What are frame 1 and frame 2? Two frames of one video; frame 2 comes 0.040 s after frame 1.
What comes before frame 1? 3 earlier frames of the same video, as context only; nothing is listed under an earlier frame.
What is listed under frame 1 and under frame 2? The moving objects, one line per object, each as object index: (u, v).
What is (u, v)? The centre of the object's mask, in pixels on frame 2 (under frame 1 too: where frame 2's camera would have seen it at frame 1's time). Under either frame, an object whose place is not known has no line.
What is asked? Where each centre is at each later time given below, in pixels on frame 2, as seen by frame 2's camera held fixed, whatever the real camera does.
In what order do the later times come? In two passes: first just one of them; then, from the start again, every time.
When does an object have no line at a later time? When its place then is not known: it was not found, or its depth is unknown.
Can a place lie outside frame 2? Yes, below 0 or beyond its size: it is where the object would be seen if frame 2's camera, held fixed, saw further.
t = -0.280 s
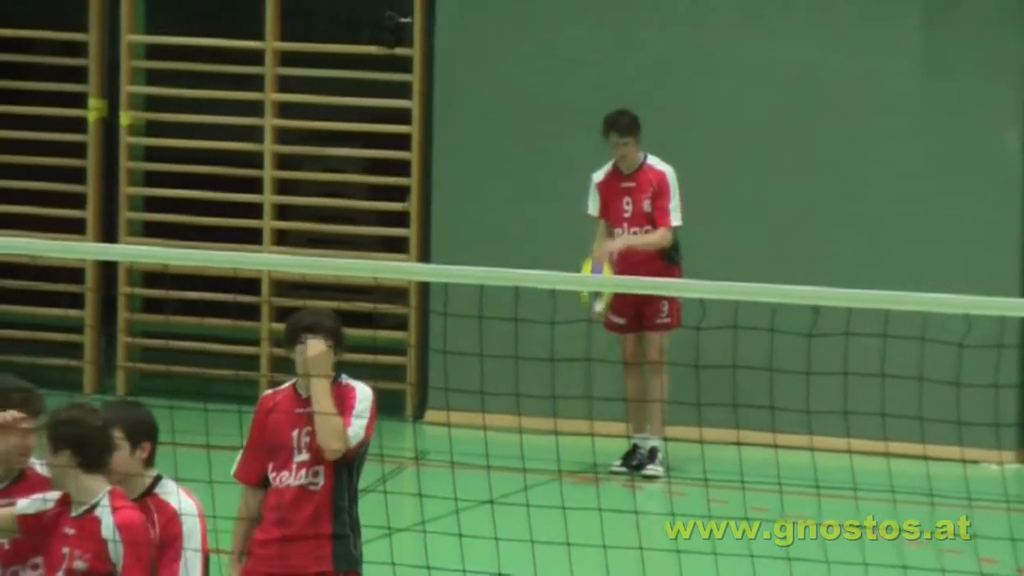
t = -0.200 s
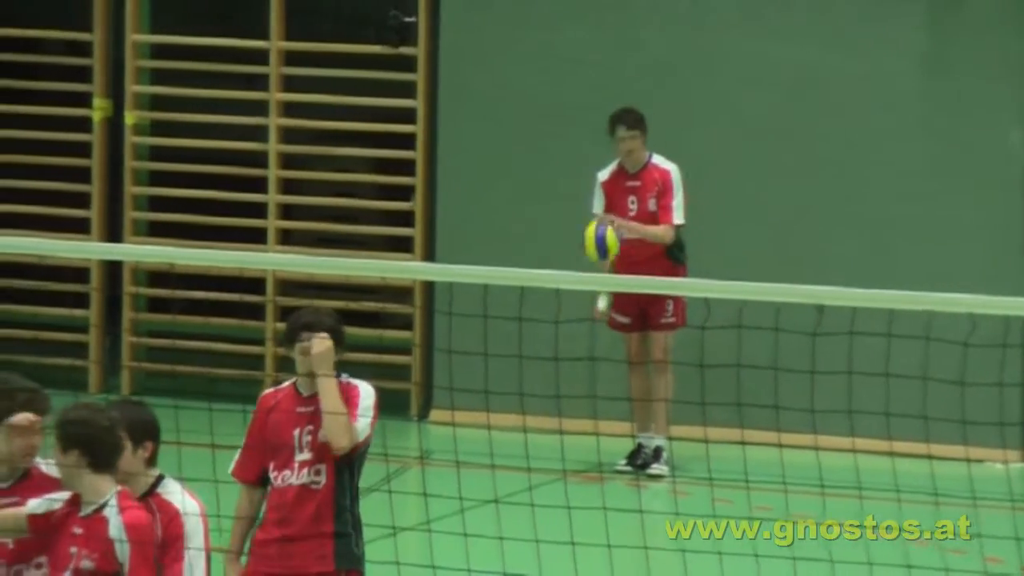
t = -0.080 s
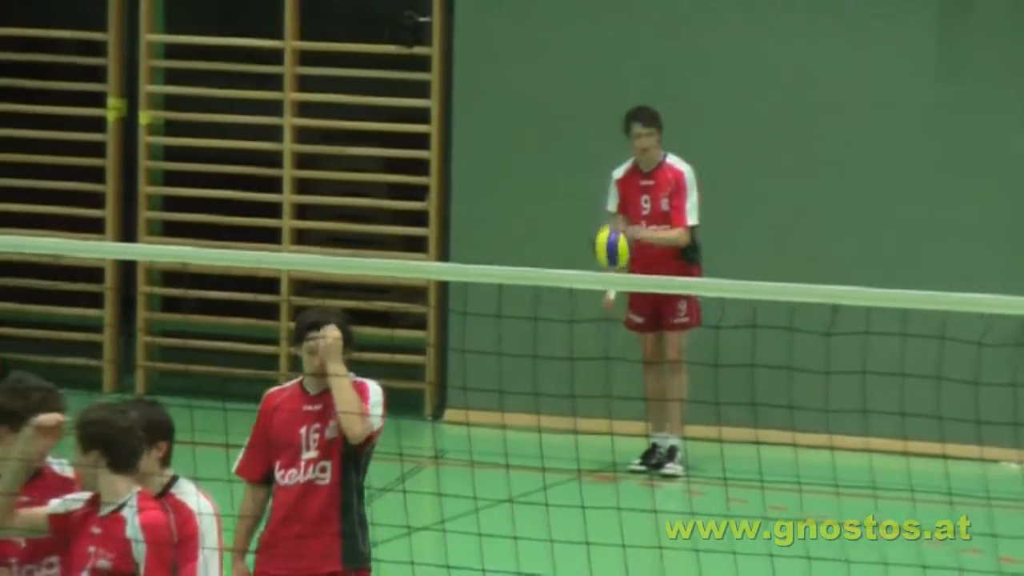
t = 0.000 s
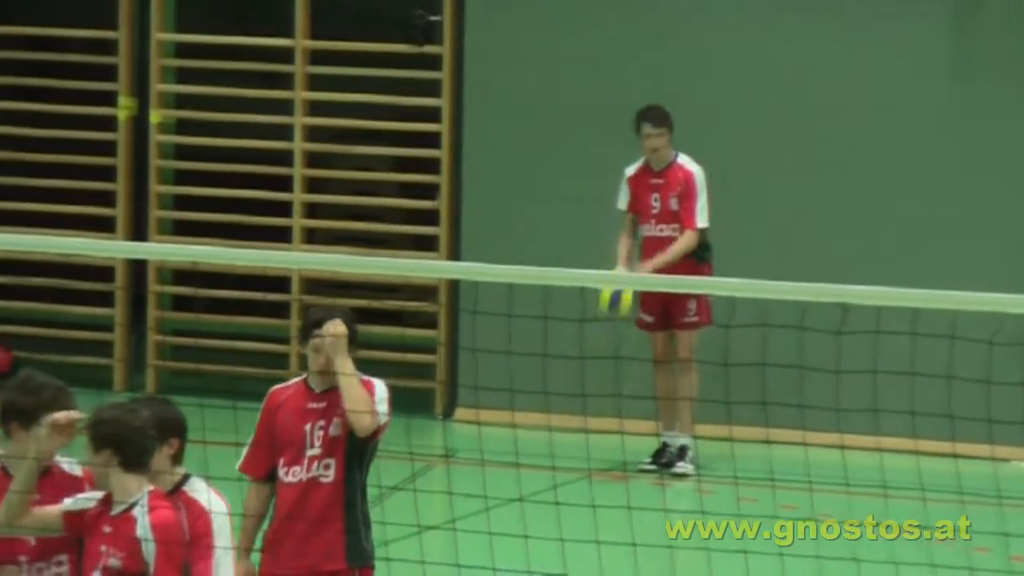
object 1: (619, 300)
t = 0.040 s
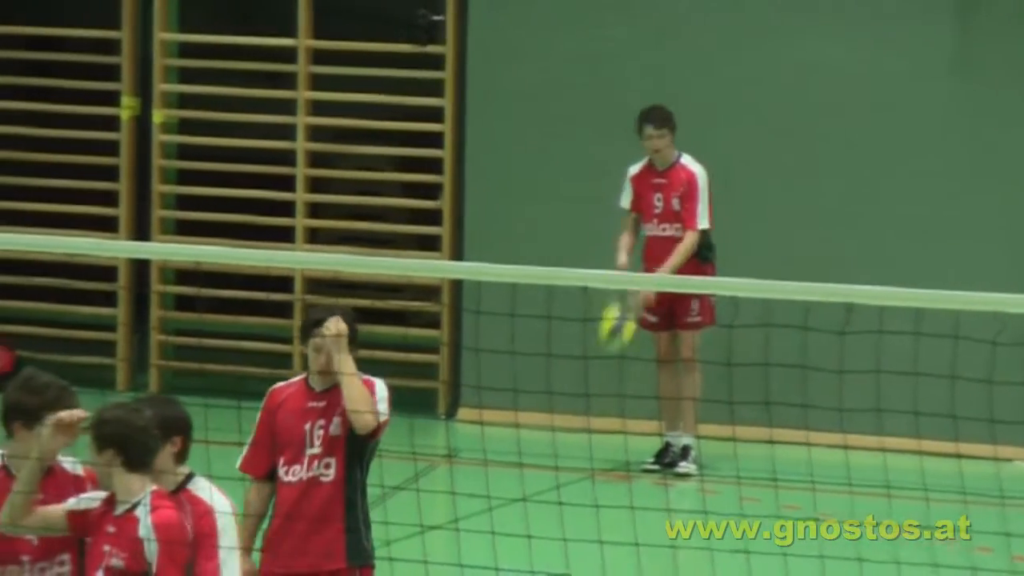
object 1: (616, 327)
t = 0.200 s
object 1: (611, 445)
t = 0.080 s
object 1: (614, 361)
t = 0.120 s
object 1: (614, 398)
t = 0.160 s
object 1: (610, 438)
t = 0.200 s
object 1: (611, 445)
